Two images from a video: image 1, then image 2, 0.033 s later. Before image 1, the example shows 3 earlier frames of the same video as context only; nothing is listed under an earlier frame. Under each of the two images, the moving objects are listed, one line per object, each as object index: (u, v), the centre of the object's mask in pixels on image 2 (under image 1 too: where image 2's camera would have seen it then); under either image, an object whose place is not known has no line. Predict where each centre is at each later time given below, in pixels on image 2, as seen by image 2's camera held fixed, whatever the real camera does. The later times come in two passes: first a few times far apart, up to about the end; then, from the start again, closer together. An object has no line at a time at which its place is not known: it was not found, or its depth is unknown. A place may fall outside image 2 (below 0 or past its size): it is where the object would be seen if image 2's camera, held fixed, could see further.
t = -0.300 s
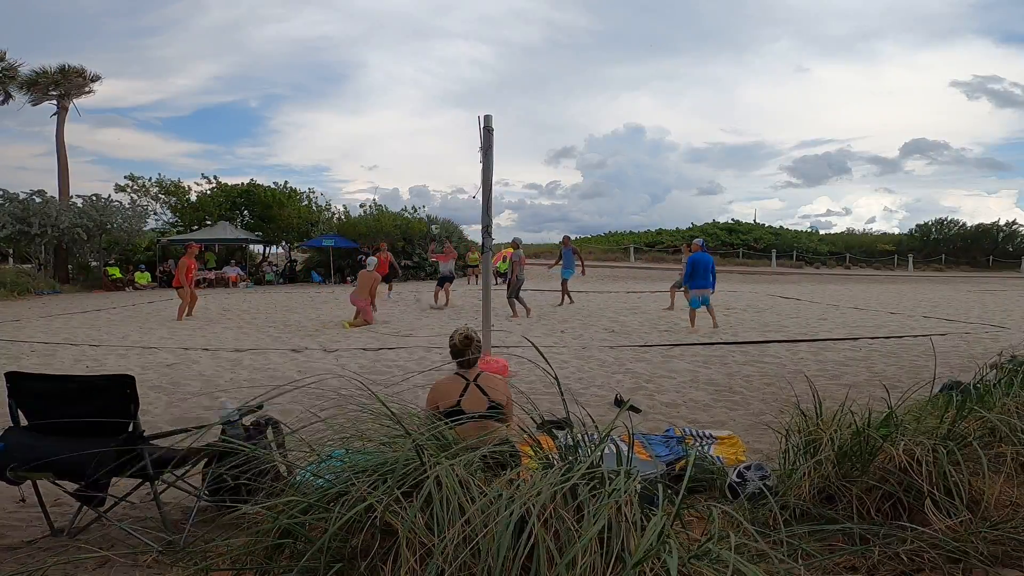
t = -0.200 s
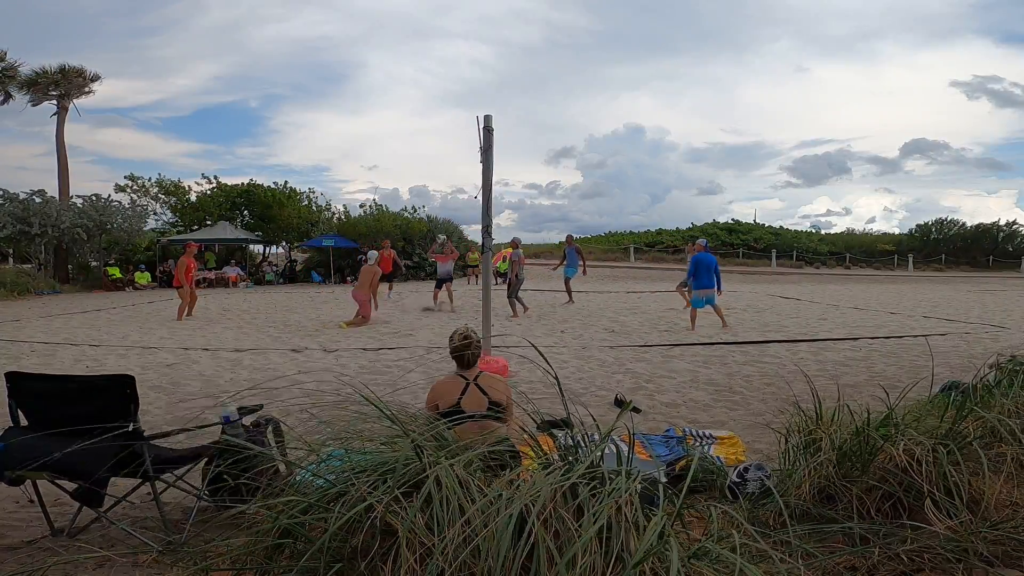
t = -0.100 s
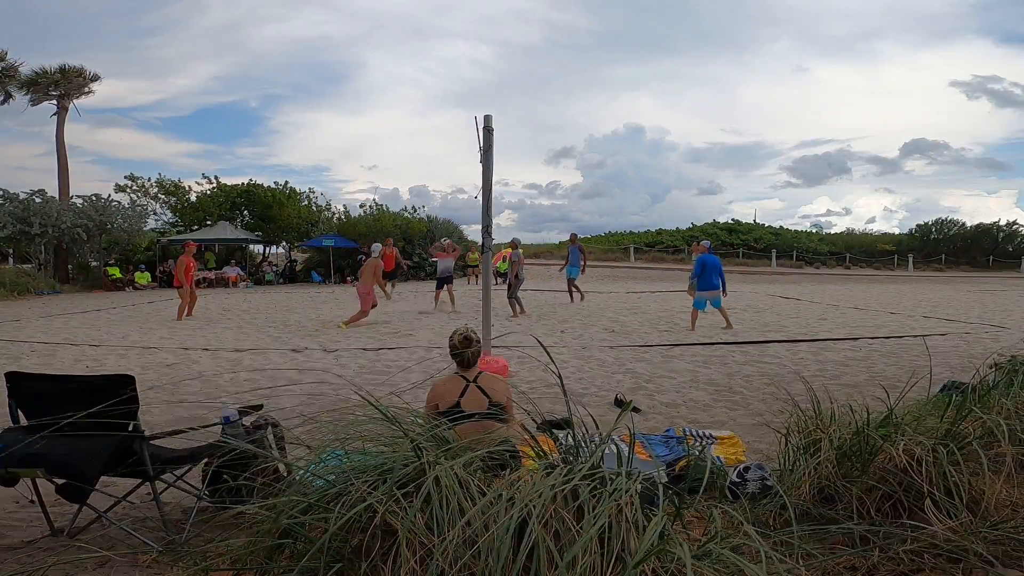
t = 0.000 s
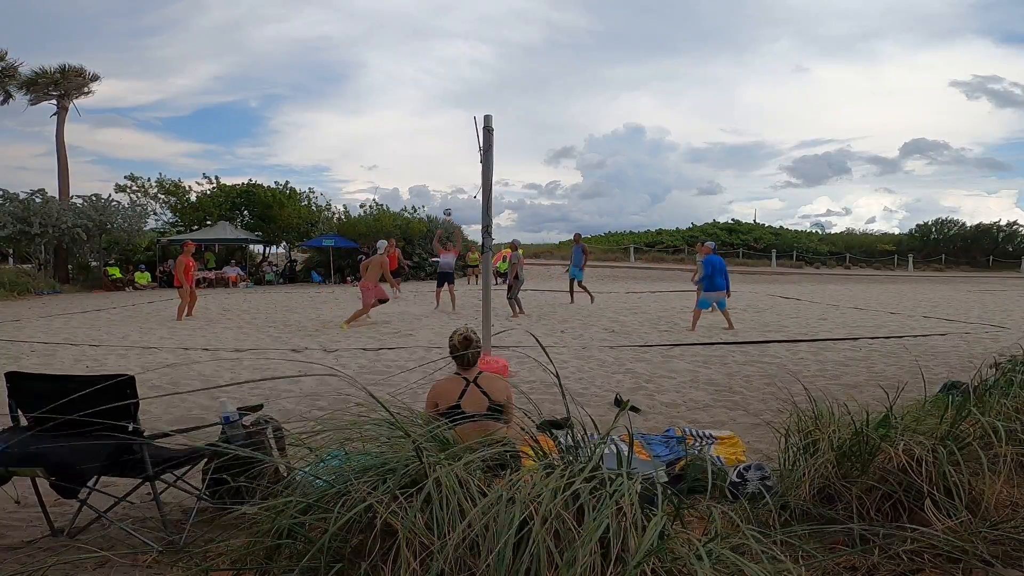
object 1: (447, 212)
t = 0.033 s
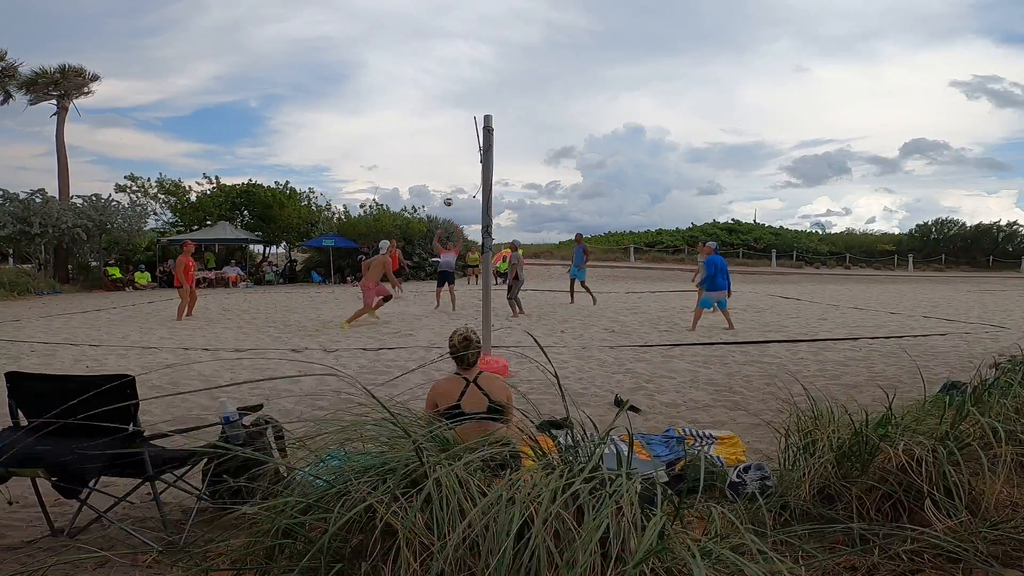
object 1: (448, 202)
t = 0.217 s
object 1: (452, 154)
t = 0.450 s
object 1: (455, 113)
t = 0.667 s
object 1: (457, 95)
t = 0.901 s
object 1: (456, 95)
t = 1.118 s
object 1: (453, 116)
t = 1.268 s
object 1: (450, 145)
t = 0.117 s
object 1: (450, 179)
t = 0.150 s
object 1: (451, 170)
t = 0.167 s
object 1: (451, 166)
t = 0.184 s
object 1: (451, 162)
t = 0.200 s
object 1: (451, 158)
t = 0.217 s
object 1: (452, 154)
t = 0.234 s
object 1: (452, 151)
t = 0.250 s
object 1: (452, 147)
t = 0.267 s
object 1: (452, 144)
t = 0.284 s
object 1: (453, 140)
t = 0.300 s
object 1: (453, 137)
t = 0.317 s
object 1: (453, 134)
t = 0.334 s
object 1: (453, 131)
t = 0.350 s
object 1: (454, 128)
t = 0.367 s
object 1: (454, 125)
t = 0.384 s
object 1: (454, 123)
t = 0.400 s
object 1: (455, 120)
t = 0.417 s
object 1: (455, 118)
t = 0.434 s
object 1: (455, 115)
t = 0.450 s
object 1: (455, 113)
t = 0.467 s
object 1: (455, 111)
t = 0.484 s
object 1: (455, 109)
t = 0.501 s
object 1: (455, 108)
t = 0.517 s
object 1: (456, 106)
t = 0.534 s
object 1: (456, 104)
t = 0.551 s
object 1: (456, 103)
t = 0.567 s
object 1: (456, 101)
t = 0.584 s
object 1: (456, 100)
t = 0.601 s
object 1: (456, 99)
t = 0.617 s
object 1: (456, 97)
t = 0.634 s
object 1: (456, 96)
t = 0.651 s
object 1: (457, 96)
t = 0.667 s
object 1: (457, 95)
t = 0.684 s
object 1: (457, 94)
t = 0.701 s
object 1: (457, 94)
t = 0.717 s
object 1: (457, 93)
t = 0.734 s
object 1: (457, 93)
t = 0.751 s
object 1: (457, 92)
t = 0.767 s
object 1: (457, 92)
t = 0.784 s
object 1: (457, 92)
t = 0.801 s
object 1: (457, 92)
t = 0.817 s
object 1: (457, 93)
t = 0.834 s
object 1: (457, 93)
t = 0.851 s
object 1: (456, 93)
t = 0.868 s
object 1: (456, 94)
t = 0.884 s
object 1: (456, 95)
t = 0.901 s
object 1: (456, 95)
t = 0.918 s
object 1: (456, 96)
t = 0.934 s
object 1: (456, 97)
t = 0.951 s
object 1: (455, 98)
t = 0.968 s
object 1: (455, 100)
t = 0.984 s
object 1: (455, 101)
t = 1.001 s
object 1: (455, 102)
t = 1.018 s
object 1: (455, 104)
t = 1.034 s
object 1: (454, 106)
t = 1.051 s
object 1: (454, 108)
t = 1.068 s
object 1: (454, 110)
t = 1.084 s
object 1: (454, 112)
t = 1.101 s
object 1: (453, 114)
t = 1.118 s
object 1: (453, 116)
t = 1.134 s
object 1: (453, 119)
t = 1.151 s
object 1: (452, 122)
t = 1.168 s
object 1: (452, 125)
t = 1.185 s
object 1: (452, 128)
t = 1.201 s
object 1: (452, 131)
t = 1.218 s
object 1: (451, 134)
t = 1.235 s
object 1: (451, 138)
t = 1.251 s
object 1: (450, 141)
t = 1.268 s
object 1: (450, 145)
